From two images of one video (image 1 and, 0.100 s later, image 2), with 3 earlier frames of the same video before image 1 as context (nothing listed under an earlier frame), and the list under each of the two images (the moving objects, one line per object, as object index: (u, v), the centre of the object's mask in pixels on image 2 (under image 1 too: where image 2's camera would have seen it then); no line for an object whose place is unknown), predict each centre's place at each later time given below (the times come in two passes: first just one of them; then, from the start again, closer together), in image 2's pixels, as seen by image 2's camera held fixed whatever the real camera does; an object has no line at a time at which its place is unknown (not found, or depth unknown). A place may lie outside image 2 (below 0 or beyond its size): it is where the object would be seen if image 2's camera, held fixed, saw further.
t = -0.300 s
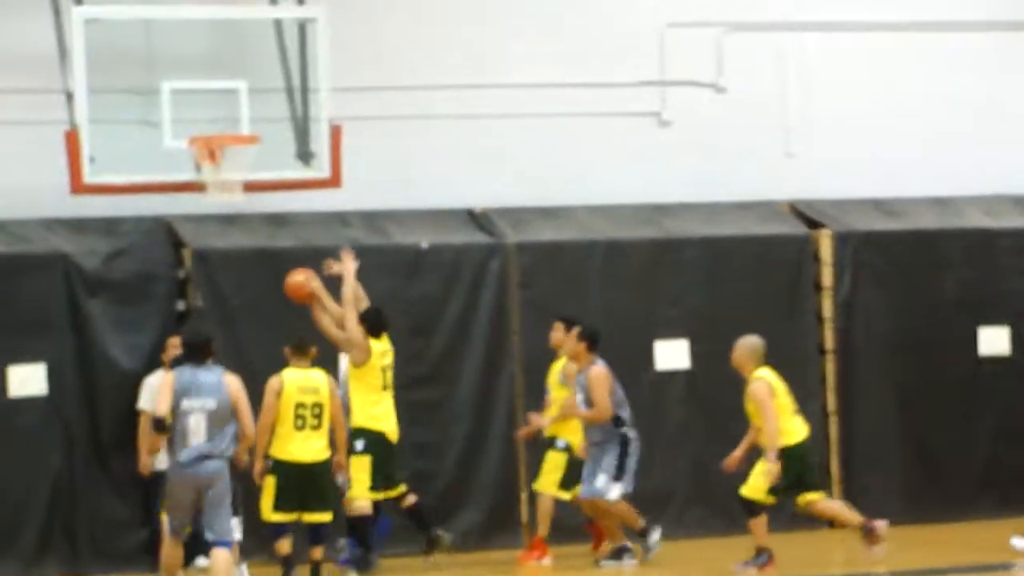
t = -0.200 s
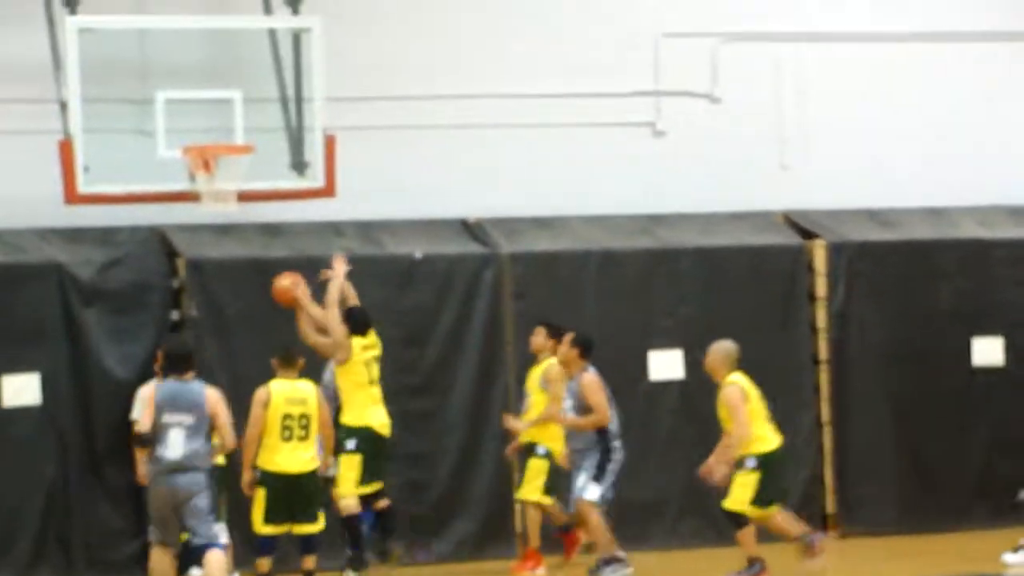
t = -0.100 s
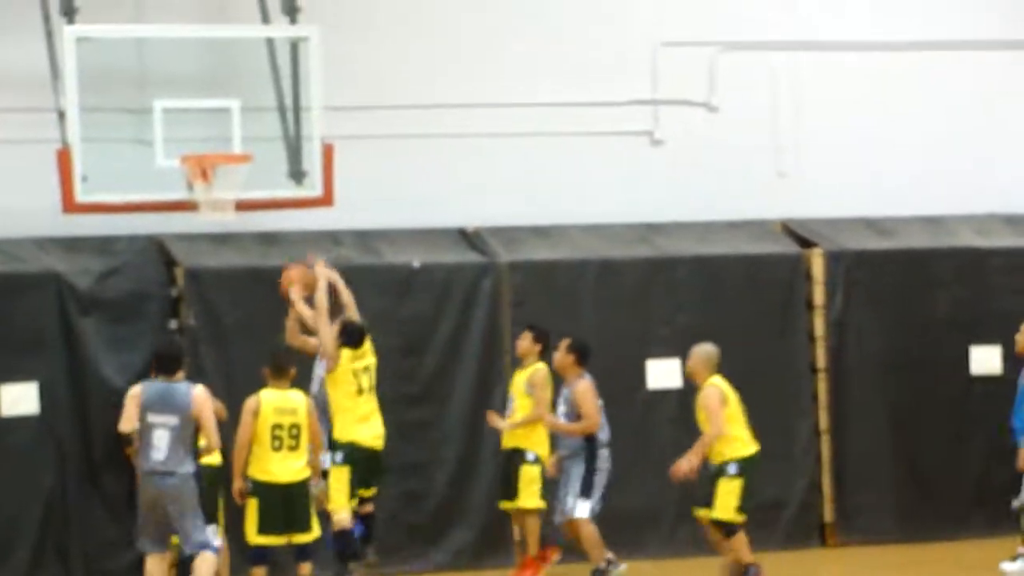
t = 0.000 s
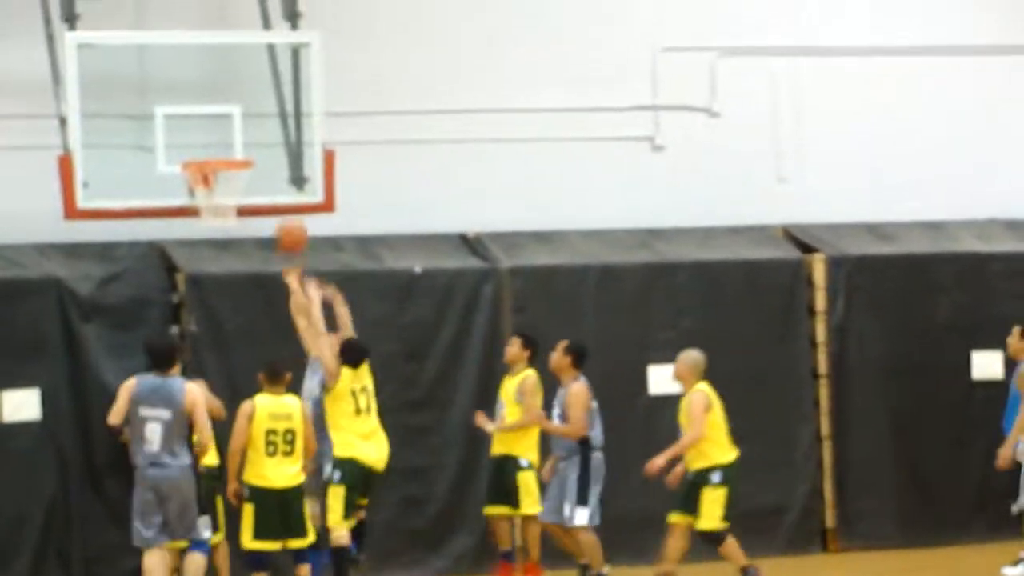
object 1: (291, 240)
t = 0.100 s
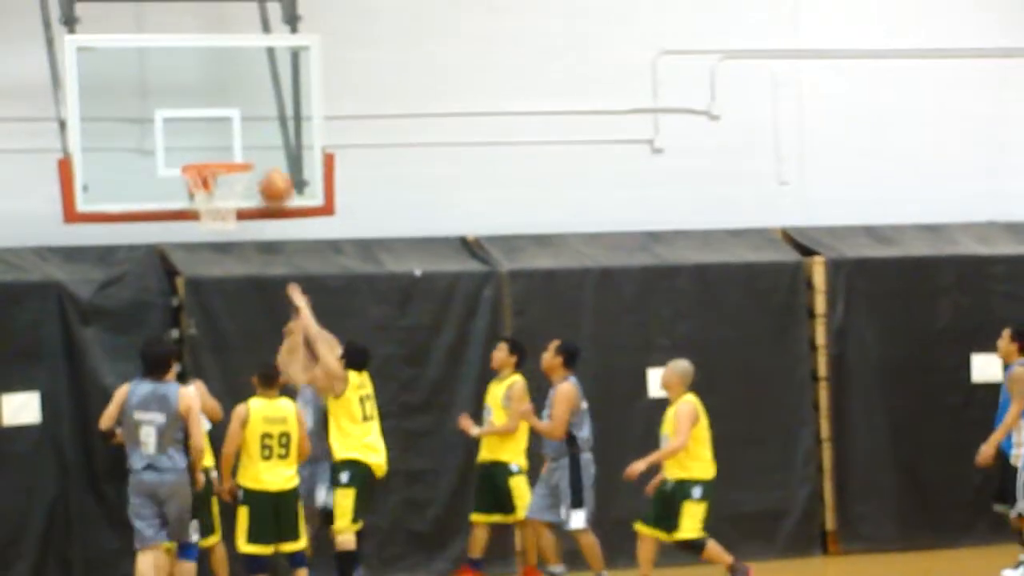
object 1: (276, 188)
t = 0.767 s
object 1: (277, 225)
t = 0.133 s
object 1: (271, 173)
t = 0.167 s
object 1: (266, 161)
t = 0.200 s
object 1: (263, 155)
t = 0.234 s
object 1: (260, 151)
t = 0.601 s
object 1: (263, 168)
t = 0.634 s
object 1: (266, 177)
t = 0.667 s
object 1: (268, 186)
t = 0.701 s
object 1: (272, 199)
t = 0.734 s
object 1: (274, 212)
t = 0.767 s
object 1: (277, 225)
